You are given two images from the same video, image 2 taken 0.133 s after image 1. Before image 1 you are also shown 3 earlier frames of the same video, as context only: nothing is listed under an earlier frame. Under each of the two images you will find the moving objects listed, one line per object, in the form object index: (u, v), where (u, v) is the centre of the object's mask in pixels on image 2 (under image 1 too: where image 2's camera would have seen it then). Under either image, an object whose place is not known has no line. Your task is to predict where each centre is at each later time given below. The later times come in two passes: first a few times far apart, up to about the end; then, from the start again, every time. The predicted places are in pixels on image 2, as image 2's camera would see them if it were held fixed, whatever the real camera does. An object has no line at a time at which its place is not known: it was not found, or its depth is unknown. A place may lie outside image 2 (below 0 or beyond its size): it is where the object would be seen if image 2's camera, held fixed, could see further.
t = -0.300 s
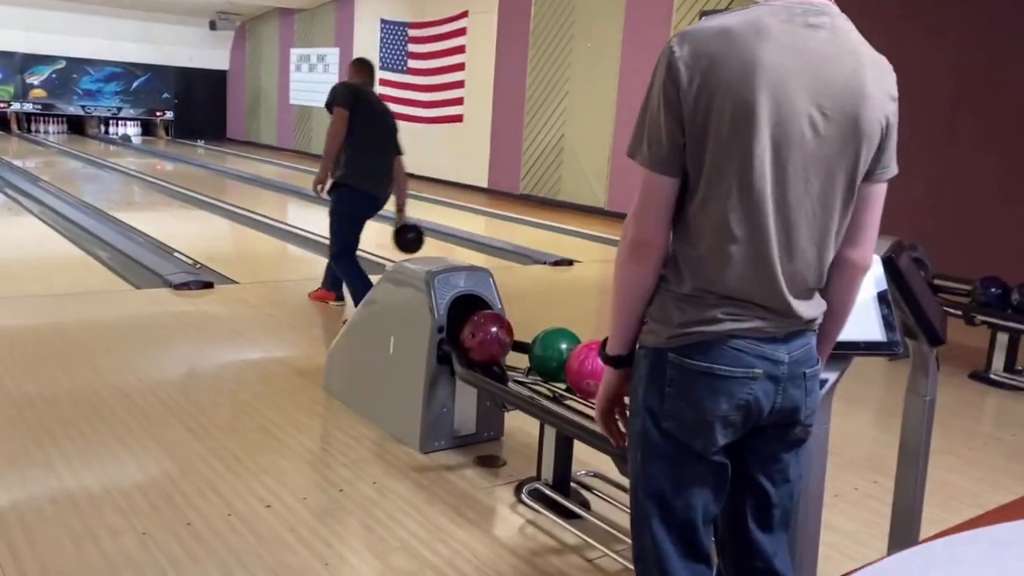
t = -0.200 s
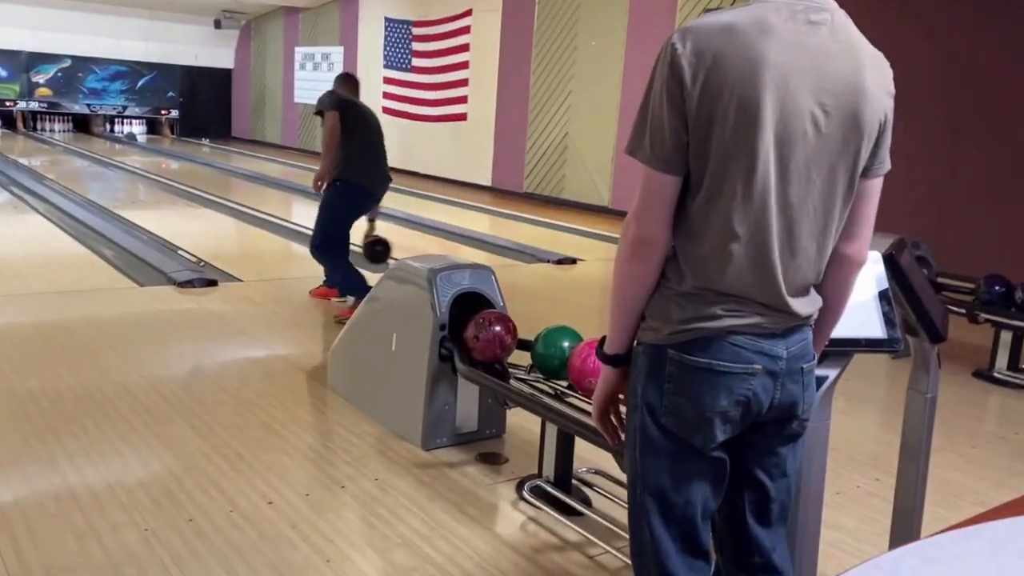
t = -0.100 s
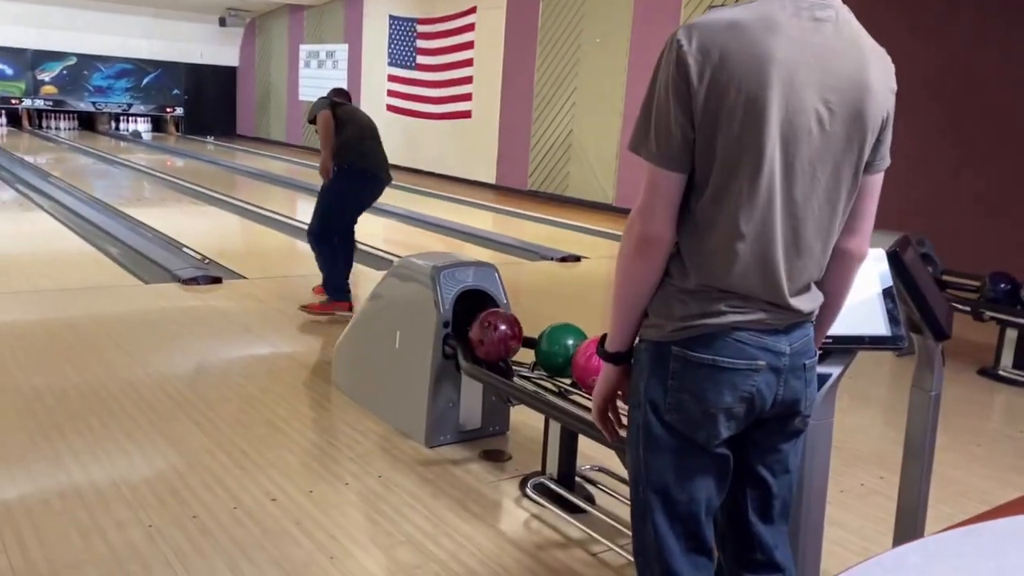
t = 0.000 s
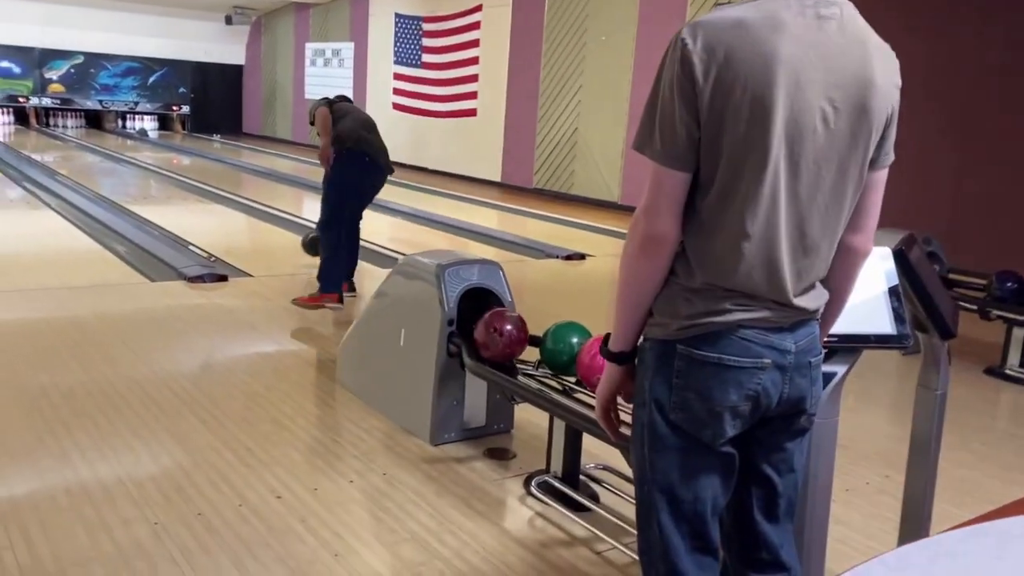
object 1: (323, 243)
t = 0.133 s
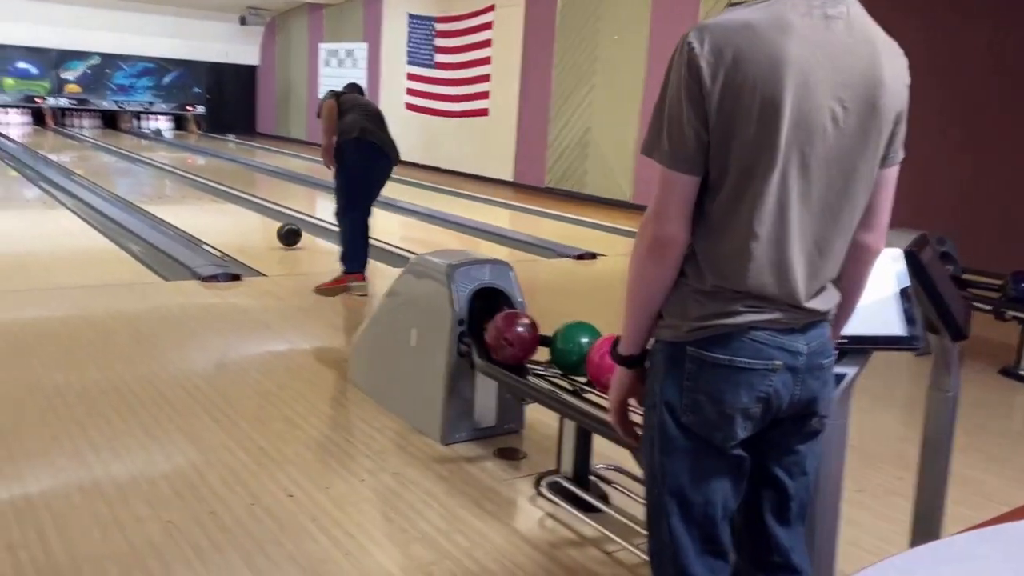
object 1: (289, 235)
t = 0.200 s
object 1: (272, 229)
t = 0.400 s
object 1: (229, 211)
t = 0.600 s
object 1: (194, 196)
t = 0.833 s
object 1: (161, 182)
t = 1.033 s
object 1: (138, 173)
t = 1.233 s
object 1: (119, 164)
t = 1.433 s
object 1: (101, 158)
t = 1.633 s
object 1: (86, 151)
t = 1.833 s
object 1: (74, 146)
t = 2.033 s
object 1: (61, 140)
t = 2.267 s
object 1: (51, 136)
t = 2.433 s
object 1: (45, 133)
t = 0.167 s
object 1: (281, 232)
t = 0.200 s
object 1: (272, 229)
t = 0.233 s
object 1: (264, 226)
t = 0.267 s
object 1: (257, 223)
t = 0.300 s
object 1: (249, 220)
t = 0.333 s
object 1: (242, 217)
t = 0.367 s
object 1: (235, 214)
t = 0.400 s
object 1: (229, 211)
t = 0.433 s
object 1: (222, 208)
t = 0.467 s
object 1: (216, 206)
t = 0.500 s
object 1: (210, 203)
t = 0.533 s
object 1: (205, 201)
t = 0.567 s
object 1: (200, 199)
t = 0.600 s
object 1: (194, 196)
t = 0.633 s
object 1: (189, 194)
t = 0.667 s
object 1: (184, 192)
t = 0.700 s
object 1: (179, 190)
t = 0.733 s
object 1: (175, 188)
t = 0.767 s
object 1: (170, 186)
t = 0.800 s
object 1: (165, 184)
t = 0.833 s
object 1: (161, 182)
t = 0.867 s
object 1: (157, 181)
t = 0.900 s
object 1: (153, 179)
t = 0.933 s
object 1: (149, 178)
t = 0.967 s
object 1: (145, 176)
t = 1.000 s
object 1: (142, 175)
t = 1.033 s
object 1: (138, 173)
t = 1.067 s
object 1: (134, 172)
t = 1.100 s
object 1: (131, 170)
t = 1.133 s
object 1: (128, 169)
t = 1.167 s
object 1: (125, 167)
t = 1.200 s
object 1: (122, 166)
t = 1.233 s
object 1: (119, 164)
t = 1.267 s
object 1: (115, 164)
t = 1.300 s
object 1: (112, 162)
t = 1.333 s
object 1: (109, 161)
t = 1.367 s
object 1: (106, 160)
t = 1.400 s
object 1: (104, 159)
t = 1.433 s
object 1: (101, 158)
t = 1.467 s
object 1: (98, 157)
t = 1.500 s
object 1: (96, 155)
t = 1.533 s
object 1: (93, 154)
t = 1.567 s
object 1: (91, 153)
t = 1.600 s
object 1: (89, 152)
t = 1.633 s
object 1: (86, 151)
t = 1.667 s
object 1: (84, 150)
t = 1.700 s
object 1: (82, 149)
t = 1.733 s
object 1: (80, 148)
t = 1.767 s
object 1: (78, 147)
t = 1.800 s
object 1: (76, 147)
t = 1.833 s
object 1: (74, 146)
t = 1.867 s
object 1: (72, 145)
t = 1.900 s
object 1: (70, 144)
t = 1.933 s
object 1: (68, 143)
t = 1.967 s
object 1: (66, 141)
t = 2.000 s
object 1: (64, 141)
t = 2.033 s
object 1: (61, 140)
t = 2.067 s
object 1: (60, 141)
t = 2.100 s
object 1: (59, 140)
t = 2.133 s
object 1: (57, 139)
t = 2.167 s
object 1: (56, 138)
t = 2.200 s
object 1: (54, 138)
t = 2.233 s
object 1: (52, 137)
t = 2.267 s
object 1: (51, 136)
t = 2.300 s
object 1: (49, 135)
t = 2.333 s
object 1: (48, 135)
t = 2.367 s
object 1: (47, 134)
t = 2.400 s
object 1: (46, 134)
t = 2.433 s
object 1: (45, 133)
